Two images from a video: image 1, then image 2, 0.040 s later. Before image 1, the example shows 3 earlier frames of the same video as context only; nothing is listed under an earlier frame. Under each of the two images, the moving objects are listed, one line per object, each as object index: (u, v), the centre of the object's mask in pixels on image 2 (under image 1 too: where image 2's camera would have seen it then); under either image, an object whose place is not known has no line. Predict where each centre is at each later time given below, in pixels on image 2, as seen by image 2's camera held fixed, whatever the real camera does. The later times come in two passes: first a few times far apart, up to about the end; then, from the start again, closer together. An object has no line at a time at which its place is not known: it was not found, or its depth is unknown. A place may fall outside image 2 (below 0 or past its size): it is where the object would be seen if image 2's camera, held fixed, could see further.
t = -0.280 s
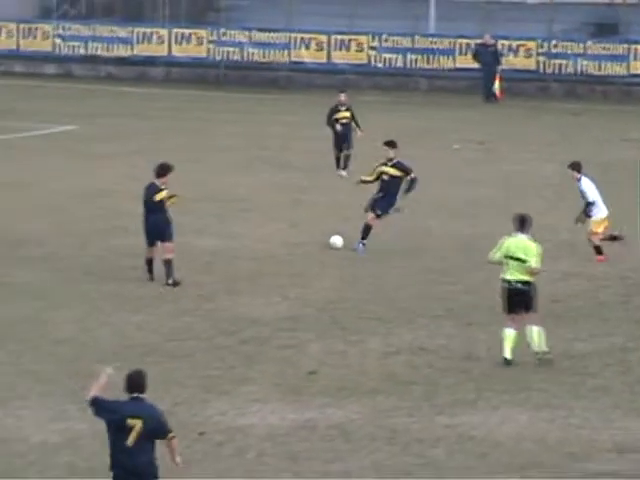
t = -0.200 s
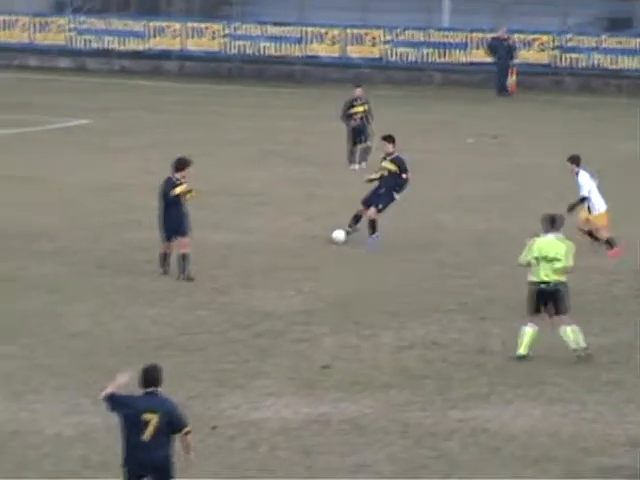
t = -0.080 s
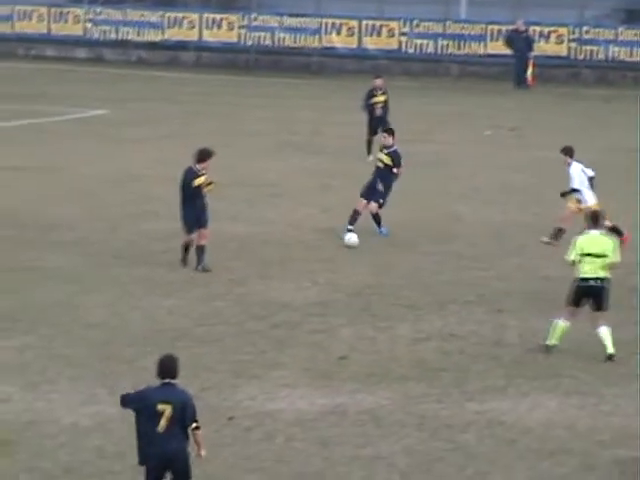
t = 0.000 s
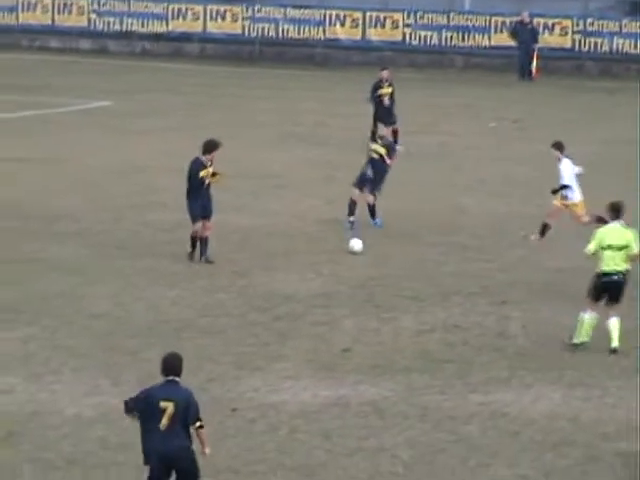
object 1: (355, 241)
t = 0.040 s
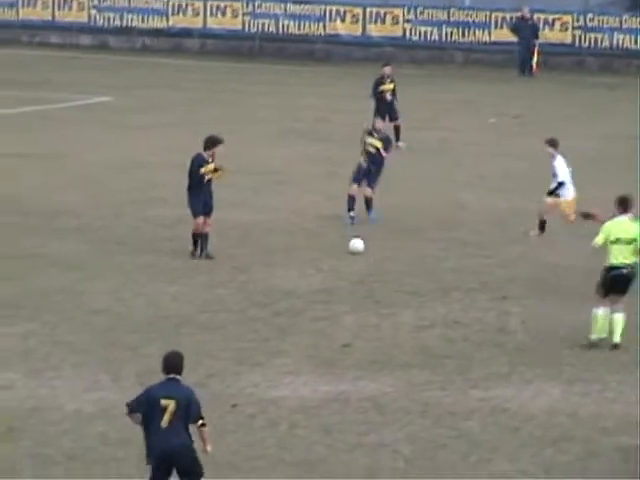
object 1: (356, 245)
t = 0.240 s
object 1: (363, 277)
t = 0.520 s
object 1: (386, 319)
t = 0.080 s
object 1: (357, 249)
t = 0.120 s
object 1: (358, 254)
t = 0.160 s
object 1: (360, 260)
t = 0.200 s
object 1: (362, 268)
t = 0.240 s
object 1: (363, 277)
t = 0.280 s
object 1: (366, 283)
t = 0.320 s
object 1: (368, 289)
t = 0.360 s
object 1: (372, 296)
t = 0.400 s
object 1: (375, 303)
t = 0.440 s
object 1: (379, 308)
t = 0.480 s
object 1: (382, 313)
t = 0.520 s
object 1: (386, 319)
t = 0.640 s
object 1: (398, 338)
